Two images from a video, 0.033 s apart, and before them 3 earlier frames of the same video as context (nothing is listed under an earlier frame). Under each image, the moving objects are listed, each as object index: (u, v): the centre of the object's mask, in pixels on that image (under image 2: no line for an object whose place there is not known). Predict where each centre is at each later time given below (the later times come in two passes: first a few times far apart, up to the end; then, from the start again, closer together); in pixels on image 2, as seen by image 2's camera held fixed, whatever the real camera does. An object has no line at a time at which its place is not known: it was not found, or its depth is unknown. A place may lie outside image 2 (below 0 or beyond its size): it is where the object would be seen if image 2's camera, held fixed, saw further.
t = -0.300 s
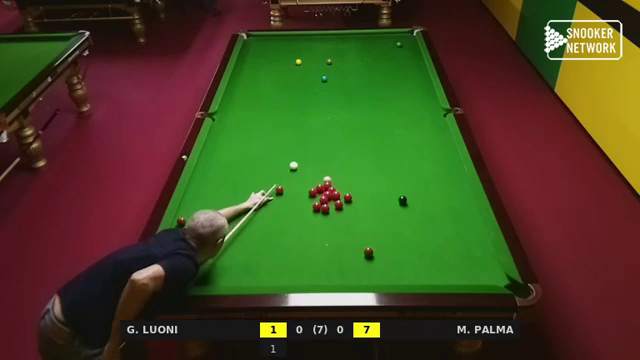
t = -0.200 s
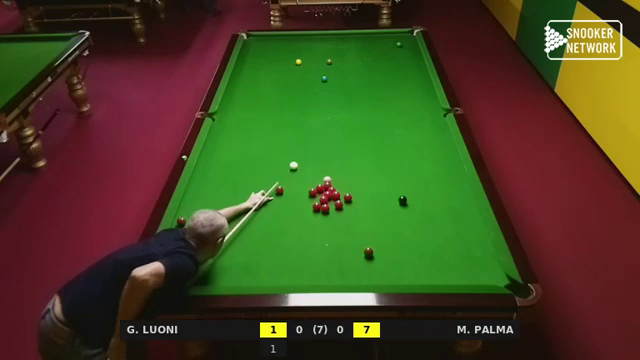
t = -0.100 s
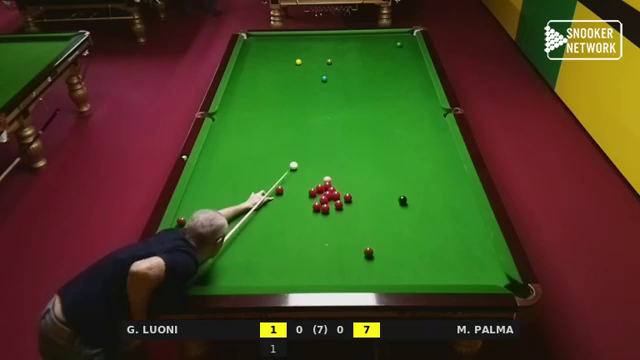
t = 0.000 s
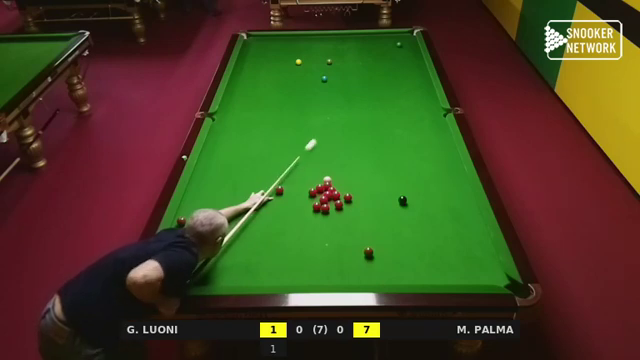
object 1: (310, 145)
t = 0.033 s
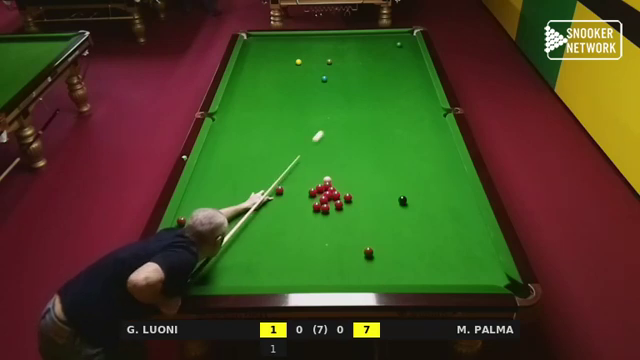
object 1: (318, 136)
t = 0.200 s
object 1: (347, 102)
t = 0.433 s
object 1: (380, 64)
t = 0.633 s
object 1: (392, 44)
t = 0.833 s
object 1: (381, 38)
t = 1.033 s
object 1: (373, 36)
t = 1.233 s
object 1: (368, 42)
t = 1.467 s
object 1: (363, 50)
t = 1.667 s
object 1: (359, 56)
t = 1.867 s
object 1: (354, 63)
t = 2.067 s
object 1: (349, 70)
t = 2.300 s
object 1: (344, 79)
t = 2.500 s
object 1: (339, 86)
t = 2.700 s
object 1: (334, 94)
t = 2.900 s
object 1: (329, 101)
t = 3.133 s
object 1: (323, 111)
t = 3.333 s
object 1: (318, 119)
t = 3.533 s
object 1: (312, 127)
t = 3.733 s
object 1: (307, 136)
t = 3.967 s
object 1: (300, 146)
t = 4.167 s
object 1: (294, 154)
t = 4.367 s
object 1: (288, 163)
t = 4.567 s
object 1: (282, 172)
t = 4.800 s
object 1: (275, 182)
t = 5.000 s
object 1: (269, 191)
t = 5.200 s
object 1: (263, 200)
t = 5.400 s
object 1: (257, 209)
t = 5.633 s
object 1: (250, 219)
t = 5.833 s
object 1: (243, 228)
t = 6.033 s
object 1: (237, 237)
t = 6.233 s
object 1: (231, 245)
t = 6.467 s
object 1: (224, 255)
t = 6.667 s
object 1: (218, 263)
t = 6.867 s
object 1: (213, 271)
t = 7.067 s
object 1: (207, 278)
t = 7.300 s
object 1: (203, 280)
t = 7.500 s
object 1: (202, 277)
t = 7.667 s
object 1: (201, 274)
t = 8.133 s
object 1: (200, 267)
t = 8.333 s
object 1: (199, 266)
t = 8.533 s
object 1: (199, 265)
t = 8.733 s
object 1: (198, 264)
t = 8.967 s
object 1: (198, 264)
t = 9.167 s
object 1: (198, 264)
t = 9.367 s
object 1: (198, 264)
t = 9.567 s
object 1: (198, 264)
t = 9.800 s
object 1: (198, 264)
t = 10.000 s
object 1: (198, 264)
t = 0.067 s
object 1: (324, 128)
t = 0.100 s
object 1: (330, 122)
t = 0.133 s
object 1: (336, 115)
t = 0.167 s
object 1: (342, 108)
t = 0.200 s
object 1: (347, 102)
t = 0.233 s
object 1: (352, 96)
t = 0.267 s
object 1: (357, 90)
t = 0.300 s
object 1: (362, 84)
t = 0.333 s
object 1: (367, 79)
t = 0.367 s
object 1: (371, 74)
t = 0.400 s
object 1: (376, 69)
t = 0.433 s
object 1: (380, 64)
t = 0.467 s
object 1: (384, 60)
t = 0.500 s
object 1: (387, 55)
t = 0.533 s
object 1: (391, 51)
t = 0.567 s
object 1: (395, 46)
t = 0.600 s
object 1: (394, 45)
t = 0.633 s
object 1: (392, 44)
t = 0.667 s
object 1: (390, 43)
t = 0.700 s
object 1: (387, 42)
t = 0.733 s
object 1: (386, 41)
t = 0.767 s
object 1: (384, 40)
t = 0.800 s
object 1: (383, 39)
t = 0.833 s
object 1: (381, 38)
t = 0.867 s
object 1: (380, 37)
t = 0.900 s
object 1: (378, 35)
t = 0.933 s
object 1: (376, 34)
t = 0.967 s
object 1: (374, 33)
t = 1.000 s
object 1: (373, 35)
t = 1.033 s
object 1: (373, 36)
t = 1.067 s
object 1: (372, 37)
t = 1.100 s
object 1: (371, 38)
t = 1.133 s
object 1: (371, 39)
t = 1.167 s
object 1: (370, 40)
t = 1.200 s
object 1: (369, 41)
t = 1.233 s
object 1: (368, 42)
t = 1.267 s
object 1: (368, 43)
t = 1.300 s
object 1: (367, 44)
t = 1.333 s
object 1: (366, 45)
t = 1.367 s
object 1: (365, 46)
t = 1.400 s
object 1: (364, 48)
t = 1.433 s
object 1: (364, 49)
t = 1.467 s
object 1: (363, 50)
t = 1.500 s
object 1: (363, 51)
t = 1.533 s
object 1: (362, 52)
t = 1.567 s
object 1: (361, 53)
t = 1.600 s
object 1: (360, 54)
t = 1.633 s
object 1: (359, 55)
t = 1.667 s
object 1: (359, 56)
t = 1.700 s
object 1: (358, 58)
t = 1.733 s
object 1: (357, 59)
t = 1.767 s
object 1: (356, 60)
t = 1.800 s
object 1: (356, 61)
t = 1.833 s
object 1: (355, 62)
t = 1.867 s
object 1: (354, 63)
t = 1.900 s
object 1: (353, 65)
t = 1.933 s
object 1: (352, 66)
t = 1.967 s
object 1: (352, 67)
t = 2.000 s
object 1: (351, 68)
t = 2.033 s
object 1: (350, 69)
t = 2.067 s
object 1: (349, 70)
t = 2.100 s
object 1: (349, 72)
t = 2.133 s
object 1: (348, 73)
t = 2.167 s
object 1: (347, 74)
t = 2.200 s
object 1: (346, 75)
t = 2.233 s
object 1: (346, 77)
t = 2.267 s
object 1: (345, 78)
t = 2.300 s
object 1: (344, 79)
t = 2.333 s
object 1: (343, 80)
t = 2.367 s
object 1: (342, 81)
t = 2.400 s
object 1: (342, 83)
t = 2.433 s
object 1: (341, 84)
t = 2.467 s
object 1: (340, 85)
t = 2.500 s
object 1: (339, 86)
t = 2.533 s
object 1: (338, 87)
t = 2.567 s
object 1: (338, 89)
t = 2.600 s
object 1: (337, 90)
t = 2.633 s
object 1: (336, 91)
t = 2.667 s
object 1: (335, 93)
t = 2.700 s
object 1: (334, 94)
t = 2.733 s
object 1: (333, 95)
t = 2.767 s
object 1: (333, 96)
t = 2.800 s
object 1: (332, 98)
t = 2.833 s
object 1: (331, 99)
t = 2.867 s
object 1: (330, 100)
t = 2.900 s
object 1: (329, 101)
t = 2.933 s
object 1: (328, 103)
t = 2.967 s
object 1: (327, 104)
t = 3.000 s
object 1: (327, 106)
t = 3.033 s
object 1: (326, 107)
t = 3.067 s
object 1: (325, 108)
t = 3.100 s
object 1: (324, 110)
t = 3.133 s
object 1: (323, 111)
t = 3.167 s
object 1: (322, 112)
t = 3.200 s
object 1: (321, 114)
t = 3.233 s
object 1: (320, 115)
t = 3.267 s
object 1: (320, 116)
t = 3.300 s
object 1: (319, 117)
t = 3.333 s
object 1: (318, 119)
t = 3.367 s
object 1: (317, 120)
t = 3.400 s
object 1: (316, 122)
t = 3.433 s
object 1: (315, 123)
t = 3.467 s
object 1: (314, 125)
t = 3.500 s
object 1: (313, 126)
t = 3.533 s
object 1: (312, 127)
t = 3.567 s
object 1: (311, 129)
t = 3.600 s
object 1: (310, 130)
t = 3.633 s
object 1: (310, 132)
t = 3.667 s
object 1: (309, 133)
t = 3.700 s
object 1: (308, 134)
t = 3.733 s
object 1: (307, 136)
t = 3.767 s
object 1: (306, 137)
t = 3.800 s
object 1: (305, 139)
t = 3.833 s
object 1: (304, 140)
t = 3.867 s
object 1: (303, 141)
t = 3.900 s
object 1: (302, 143)
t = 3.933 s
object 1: (301, 144)
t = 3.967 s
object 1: (300, 146)
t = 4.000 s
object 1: (299, 147)
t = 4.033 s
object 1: (298, 148)
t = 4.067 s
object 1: (297, 150)
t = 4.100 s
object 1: (296, 151)
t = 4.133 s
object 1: (295, 153)
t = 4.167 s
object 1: (294, 154)
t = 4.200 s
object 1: (293, 156)
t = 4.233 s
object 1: (292, 157)
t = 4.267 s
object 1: (291, 159)
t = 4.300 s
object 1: (290, 160)
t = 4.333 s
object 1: (289, 162)
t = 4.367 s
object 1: (288, 163)
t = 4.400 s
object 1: (287, 165)
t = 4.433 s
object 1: (287, 166)
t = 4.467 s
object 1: (285, 168)
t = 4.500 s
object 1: (284, 169)
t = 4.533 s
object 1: (283, 170)
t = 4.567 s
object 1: (282, 172)
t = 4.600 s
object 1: (281, 173)
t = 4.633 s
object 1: (281, 175)
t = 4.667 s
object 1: (279, 176)
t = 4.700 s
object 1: (278, 178)
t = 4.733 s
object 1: (277, 179)
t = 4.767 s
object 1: (276, 181)
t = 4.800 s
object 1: (275, 182)
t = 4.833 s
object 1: (274, 184)
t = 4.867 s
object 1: (273, 185)
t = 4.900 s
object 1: (272, 186)
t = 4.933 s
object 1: (271, 188)
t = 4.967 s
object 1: (270, 190)
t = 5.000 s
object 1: (269, 191)
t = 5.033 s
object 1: (268, 192)
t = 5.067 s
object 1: (267, 194)
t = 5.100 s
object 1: (266, 195)
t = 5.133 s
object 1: (265, 197)
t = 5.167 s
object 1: (264, 198)
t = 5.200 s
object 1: (263, 200)
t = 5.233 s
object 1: (262, 201)
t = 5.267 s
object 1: (261, 203)
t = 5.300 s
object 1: (260, 204)
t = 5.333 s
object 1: (259, 206)
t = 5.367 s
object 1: (258, 207)
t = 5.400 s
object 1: (257, 209)
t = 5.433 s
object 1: (256, 210)
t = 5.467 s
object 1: (255, 212)
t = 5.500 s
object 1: (254, 213)
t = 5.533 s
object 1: (253, 215)
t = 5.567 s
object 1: (252, 216)
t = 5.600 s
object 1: (251, 218)
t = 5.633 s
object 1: (250, 219)
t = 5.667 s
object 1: (249, 220)
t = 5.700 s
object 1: (248, 222)
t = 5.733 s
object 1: (247, 223)
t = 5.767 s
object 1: (246, 225)
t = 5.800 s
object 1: (244, 226)
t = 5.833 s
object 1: (243, 228)
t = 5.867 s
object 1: (242, 229)
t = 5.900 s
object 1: (241, 231)
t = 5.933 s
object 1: (240, 232)
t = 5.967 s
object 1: (239, 234)
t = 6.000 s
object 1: (238, 235)
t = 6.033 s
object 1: (237, 237)
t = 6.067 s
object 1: (236, 238)
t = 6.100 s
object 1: (235, 239)
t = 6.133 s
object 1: (234, 241)
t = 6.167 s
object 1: (233, 242)
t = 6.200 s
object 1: (232, 244)
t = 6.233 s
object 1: (231, 245)
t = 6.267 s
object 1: (230, 247)
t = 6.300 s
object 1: (229, 248)
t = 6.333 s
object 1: (228, 249)
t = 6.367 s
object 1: (227, 251)
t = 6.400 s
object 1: (226, 252)
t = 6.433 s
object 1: (225, 253)
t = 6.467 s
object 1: (224, 255)
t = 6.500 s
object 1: (223, 256)
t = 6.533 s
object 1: (222, 258)
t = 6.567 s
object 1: (221, 259)
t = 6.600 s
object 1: (220, 260)
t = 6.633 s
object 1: (219, 262)
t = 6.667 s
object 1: (218, 263)
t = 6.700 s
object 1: (217, 264)
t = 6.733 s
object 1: (217, 266)
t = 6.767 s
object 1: (215, 267)
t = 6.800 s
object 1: (214, 268)
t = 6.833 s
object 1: (213, 270)
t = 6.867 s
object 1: (213, 271)
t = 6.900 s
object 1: (212, 272)
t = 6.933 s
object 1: (211, 274)
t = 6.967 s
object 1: (210, 275)
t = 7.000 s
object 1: (209, 276)
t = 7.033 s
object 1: (208, 277)
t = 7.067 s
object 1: (207, 278)
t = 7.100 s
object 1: (206, 279)
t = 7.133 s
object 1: (206, 280)
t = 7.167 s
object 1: (205, 281)
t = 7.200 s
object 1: (204, 282)
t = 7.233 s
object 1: (203, 282)
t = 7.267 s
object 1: (203, 280)
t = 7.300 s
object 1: (203, 280)
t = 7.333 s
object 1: (203, 279)
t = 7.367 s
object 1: (203, 279)
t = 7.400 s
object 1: (203, 279)
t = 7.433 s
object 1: (202, 278)
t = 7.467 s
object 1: (202, 278)
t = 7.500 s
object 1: (202, 277)
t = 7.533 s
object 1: (202, 277)
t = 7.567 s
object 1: (202, 276)
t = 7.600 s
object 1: (202, 275)
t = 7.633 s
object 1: (201, 275)
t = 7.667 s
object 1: (201, 274)
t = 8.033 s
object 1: (202, 266)
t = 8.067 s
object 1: (200, 267)
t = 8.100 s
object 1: (200, 268)
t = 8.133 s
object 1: (200, 267)
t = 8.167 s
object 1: (200, 267)
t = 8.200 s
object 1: (200, 267)
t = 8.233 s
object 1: (200, 267)
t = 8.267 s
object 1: (199, 267)
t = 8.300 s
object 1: (199, 267)
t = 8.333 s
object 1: (199, 266)
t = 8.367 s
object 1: (199, 266)
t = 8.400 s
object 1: (199, 265)
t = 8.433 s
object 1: (199, 265)
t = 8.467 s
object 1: (199, 265)
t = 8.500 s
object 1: (199, 265)
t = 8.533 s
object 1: (199, 265)
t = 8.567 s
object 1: (199, 264)
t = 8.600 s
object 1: (199, 264)
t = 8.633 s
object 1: (198, 264)
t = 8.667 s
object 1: (198, 264)
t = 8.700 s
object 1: (199, 264)
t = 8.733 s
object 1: (198, 264)
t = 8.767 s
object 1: (198, 264)
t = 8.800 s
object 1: (198, 264)
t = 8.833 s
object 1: (198, 264)
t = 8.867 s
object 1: (198, 264)
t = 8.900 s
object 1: (198, 264)
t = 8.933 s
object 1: (198, 264)
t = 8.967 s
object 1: (198, 264)
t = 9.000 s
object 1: (198, 264)
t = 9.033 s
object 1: (198, 264)
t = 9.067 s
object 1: (198, 264)
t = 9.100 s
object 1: (198, 264)
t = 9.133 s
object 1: (198, 264)
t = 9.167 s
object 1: (198, 264)
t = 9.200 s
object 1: (198, 264)
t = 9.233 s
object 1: (198, 264)
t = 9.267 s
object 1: (198, 264)
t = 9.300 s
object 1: (198, 264)
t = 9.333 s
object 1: (198, 264)
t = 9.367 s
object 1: (198, 264)
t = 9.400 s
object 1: (198, 264)
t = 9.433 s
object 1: (198, 264)
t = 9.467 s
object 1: (198, 264)
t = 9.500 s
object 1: (198, 264)
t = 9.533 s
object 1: (198, 264)
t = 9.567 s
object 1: (198, 264)
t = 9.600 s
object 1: (198, 264)
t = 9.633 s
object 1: (198, 264)
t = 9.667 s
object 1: (198, 264)
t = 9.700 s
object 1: (198, 264)
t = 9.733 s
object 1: (198, 264)
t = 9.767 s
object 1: (198, 264)
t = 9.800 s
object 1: (198, 264)
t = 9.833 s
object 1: (198, 264)
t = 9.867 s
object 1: (198, 264)
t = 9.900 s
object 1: (198, 264)
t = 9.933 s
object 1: (198, 264)
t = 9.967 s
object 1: (198, 264)
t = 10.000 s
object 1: (198, 264)
